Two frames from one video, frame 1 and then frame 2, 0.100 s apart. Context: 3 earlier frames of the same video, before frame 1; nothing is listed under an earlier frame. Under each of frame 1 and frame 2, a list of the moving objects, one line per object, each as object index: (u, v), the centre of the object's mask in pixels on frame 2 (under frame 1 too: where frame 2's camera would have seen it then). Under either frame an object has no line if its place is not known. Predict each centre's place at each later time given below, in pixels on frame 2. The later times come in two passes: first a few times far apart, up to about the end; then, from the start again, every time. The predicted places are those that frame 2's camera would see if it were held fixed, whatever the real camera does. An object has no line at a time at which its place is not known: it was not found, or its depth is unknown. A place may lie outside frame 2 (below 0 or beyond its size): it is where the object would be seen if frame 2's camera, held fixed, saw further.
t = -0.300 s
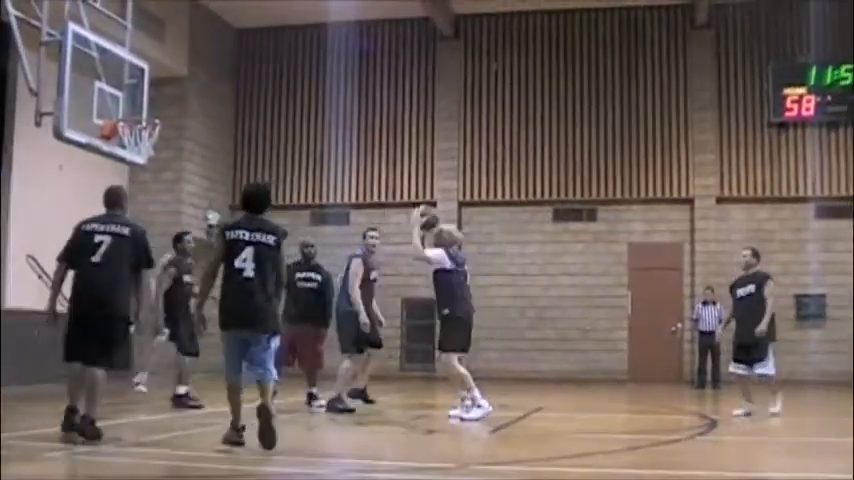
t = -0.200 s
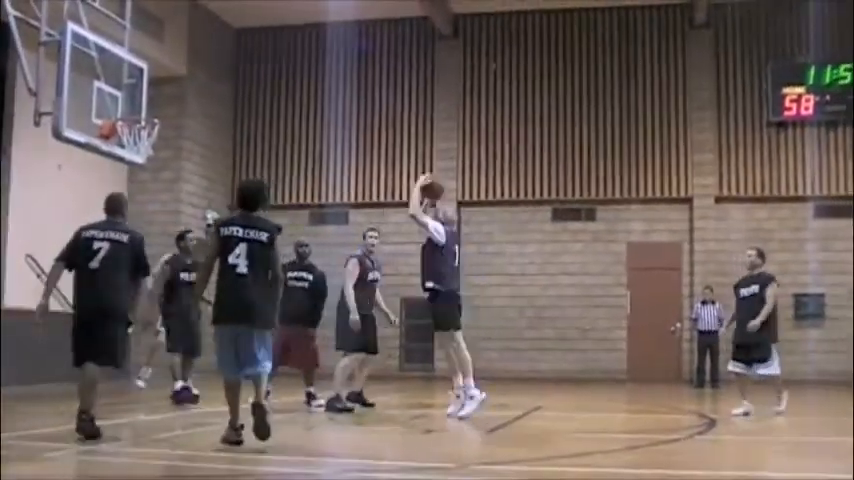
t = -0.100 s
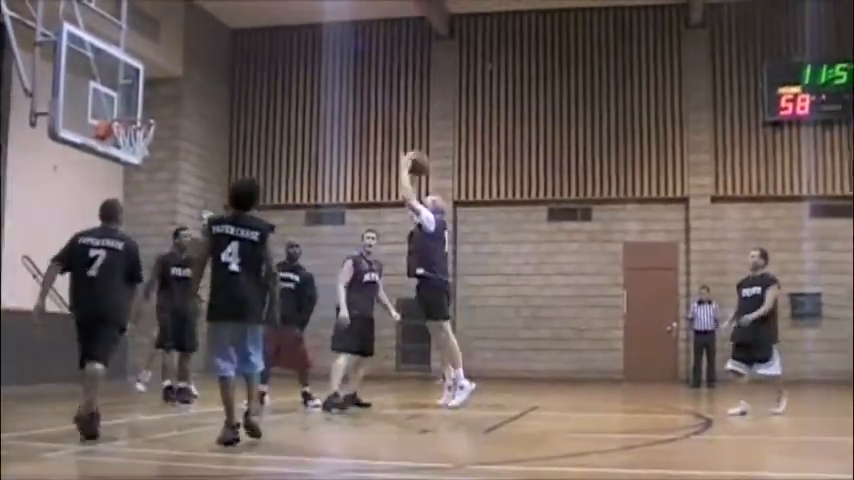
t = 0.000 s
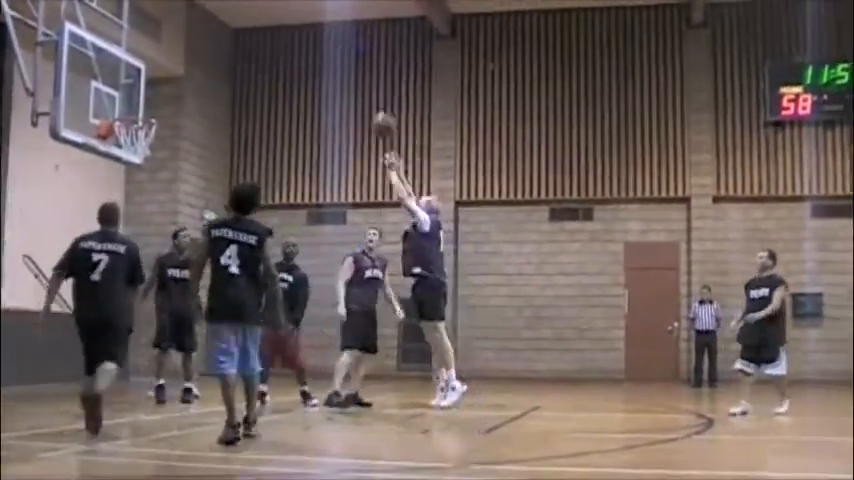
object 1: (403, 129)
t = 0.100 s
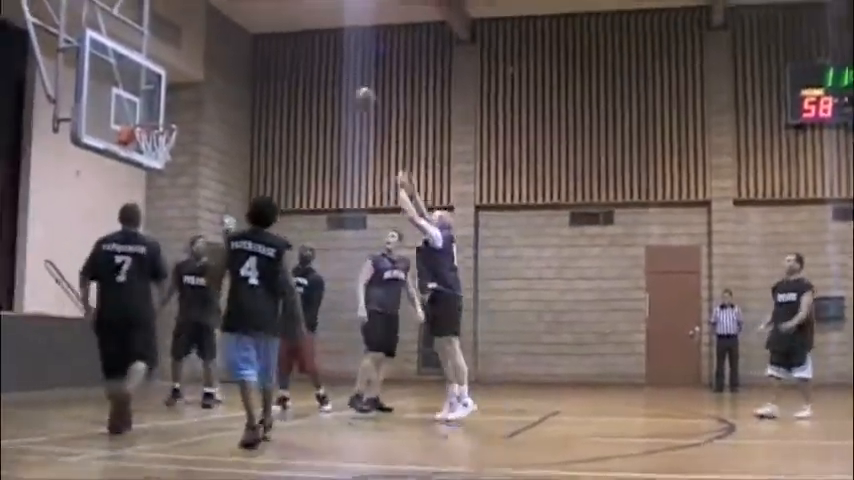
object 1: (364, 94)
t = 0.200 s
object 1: (328, 75)
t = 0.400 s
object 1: (258, 64)
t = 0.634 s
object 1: (182, 97)
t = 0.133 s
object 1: (351, 85)
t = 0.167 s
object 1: (339, 79)
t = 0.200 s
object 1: (328, 75)
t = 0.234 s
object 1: (316, 70)
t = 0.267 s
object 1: (303, 67)
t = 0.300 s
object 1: (291, 64)
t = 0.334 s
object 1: (281, 64)
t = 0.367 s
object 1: (269, 64)
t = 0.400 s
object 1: (258, 64)
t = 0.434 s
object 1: (246, 66)
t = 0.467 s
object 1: (236, 70)
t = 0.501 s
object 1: (224, 74)
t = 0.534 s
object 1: (214, 78)
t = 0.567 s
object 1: (203, 84)
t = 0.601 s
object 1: (191, 89)
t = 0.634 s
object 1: (182, 97)
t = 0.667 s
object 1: (170, 108)
